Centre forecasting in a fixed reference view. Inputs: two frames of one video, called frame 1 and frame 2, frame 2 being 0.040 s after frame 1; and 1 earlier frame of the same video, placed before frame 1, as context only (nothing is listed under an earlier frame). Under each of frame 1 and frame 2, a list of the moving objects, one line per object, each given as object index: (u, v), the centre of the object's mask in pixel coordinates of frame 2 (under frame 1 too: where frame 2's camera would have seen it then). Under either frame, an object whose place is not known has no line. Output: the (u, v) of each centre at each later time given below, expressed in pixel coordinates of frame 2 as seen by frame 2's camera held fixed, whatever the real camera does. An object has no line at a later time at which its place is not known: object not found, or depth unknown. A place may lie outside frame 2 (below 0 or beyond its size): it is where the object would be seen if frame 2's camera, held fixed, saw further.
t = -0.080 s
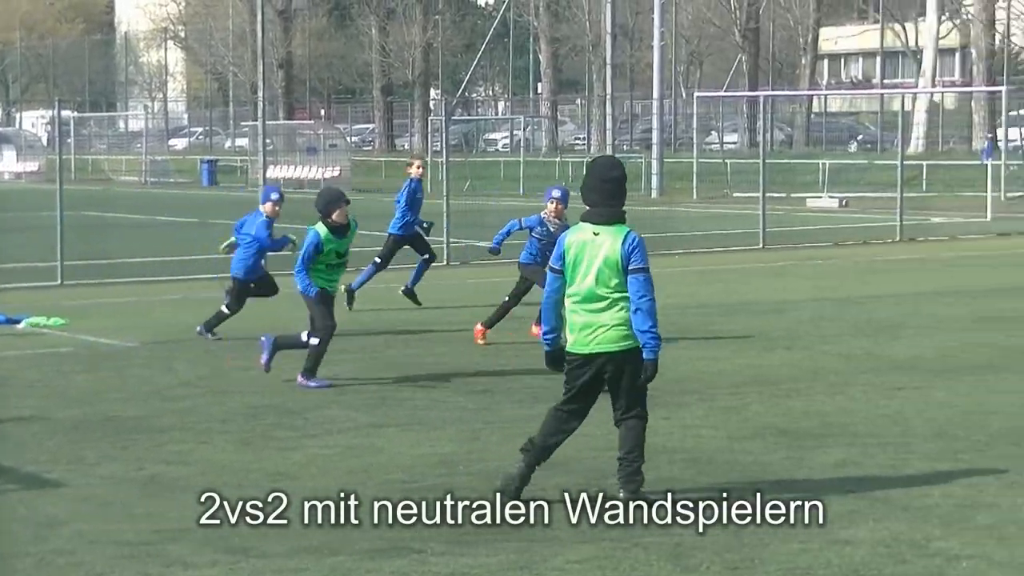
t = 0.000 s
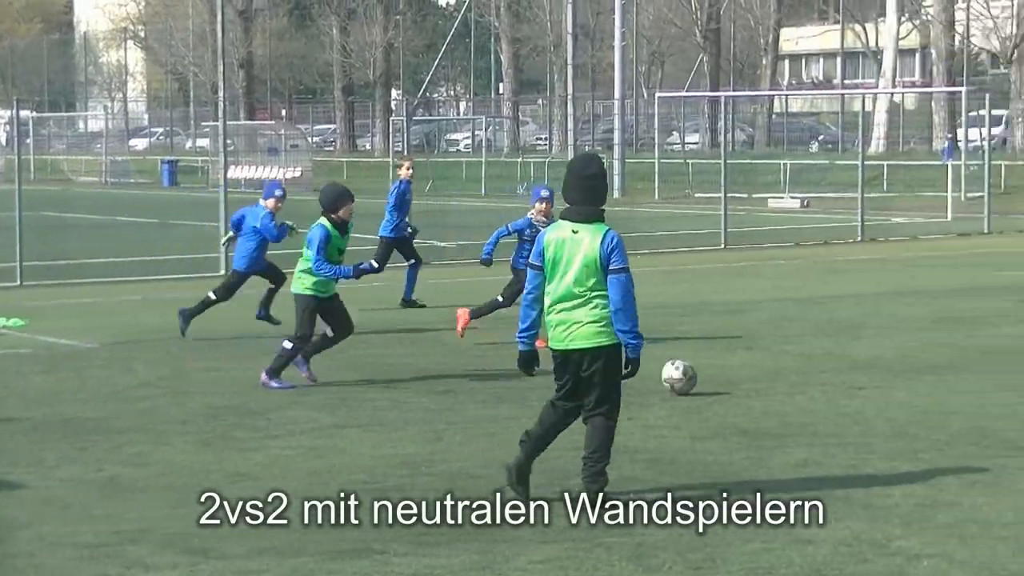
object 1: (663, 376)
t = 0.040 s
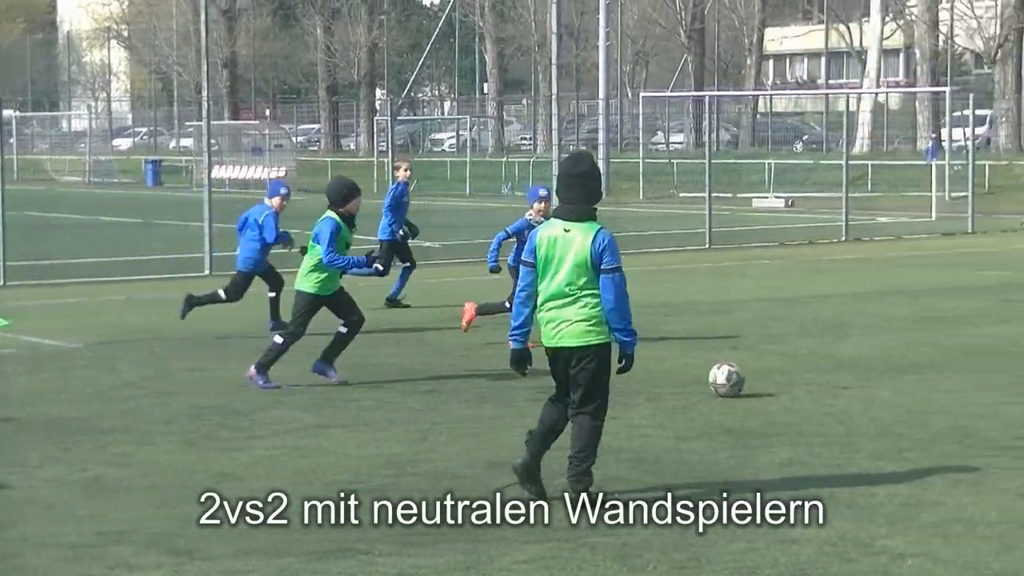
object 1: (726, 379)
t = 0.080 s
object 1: (786, 380)
